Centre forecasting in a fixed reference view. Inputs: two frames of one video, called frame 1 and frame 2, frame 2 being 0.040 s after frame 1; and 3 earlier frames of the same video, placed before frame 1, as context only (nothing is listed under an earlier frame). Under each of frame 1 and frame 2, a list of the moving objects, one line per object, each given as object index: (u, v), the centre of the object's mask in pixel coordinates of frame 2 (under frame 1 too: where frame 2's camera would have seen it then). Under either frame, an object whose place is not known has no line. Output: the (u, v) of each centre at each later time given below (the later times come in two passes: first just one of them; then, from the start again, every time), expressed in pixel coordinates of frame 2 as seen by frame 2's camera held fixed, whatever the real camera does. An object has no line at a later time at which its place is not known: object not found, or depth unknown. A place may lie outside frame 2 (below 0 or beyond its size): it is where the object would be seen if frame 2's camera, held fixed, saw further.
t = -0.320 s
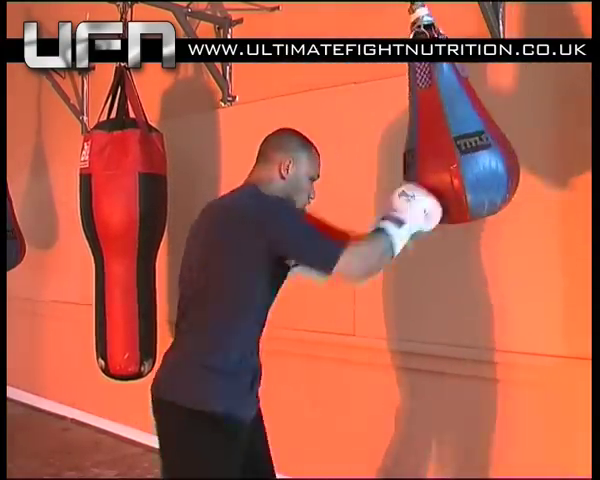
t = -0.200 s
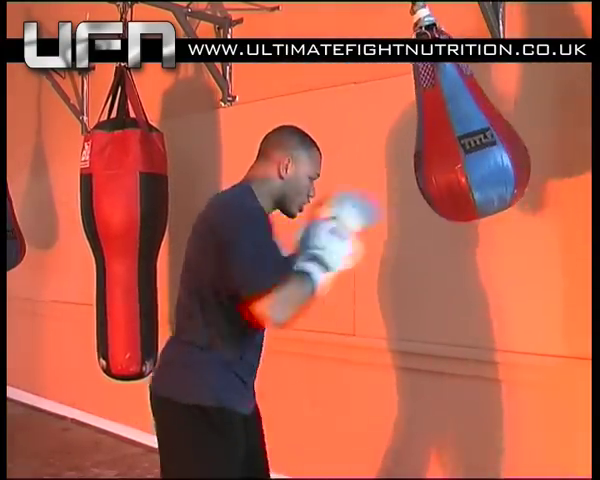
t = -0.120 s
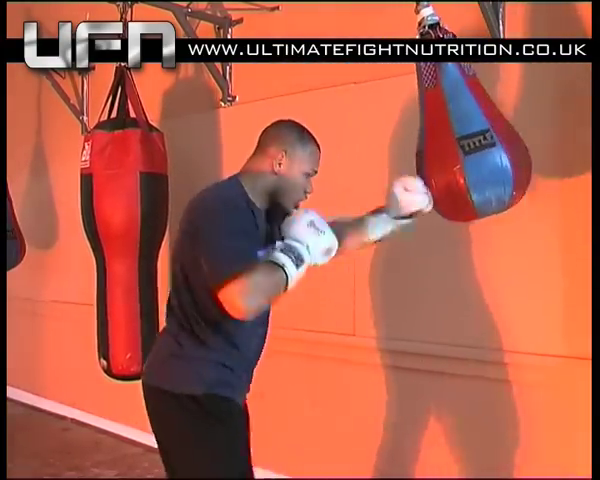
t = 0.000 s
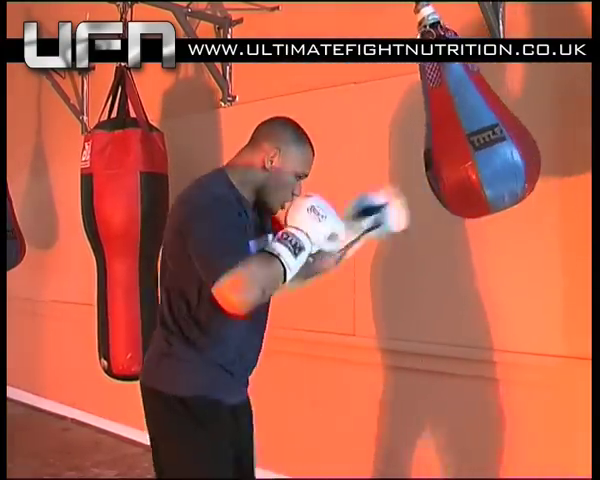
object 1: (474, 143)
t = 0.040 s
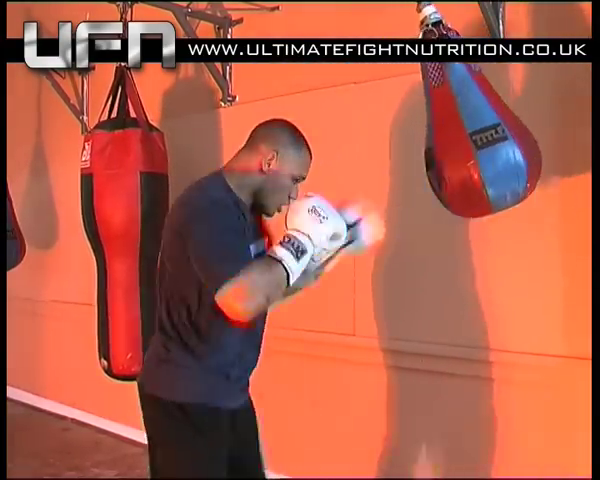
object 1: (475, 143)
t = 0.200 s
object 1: (465, 146)
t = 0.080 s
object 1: (475, 144)
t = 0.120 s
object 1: (473, 144)
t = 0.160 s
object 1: (470, 145)
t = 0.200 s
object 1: (465, 146)
